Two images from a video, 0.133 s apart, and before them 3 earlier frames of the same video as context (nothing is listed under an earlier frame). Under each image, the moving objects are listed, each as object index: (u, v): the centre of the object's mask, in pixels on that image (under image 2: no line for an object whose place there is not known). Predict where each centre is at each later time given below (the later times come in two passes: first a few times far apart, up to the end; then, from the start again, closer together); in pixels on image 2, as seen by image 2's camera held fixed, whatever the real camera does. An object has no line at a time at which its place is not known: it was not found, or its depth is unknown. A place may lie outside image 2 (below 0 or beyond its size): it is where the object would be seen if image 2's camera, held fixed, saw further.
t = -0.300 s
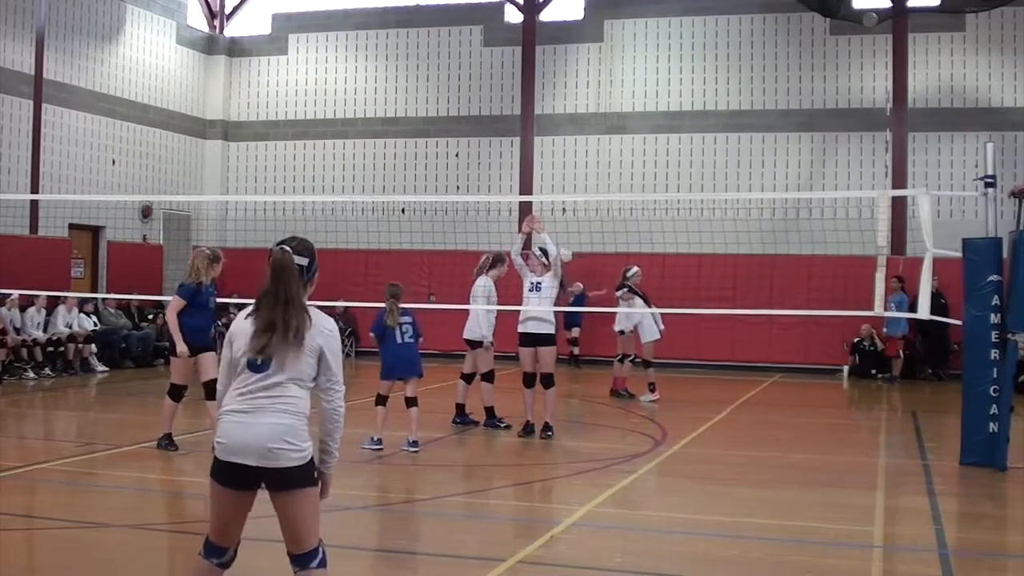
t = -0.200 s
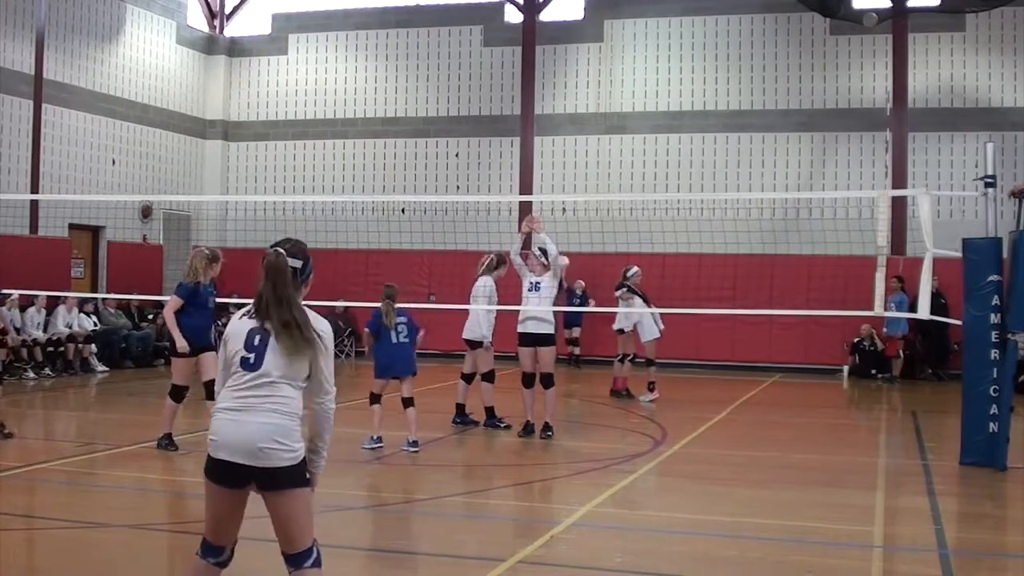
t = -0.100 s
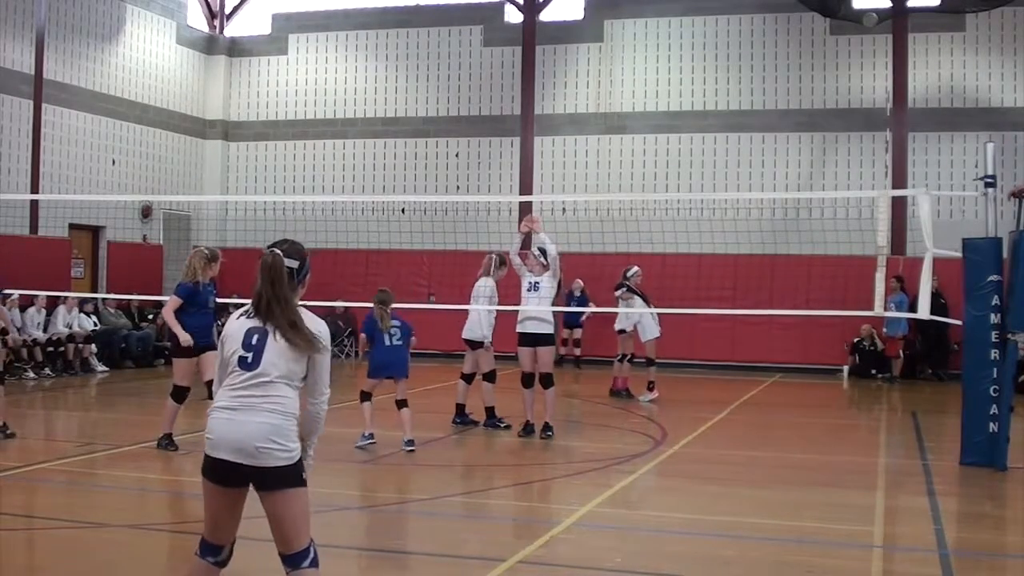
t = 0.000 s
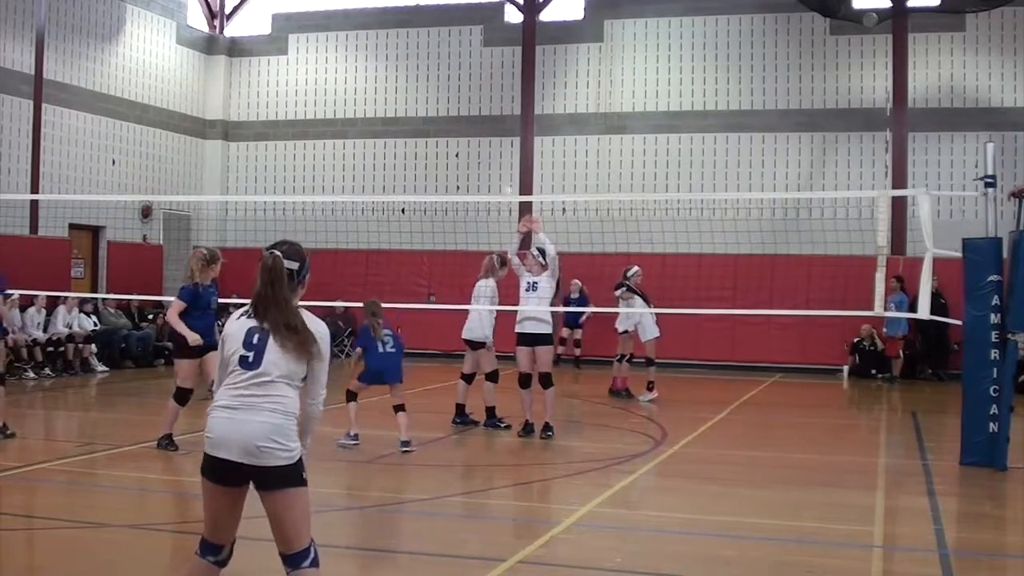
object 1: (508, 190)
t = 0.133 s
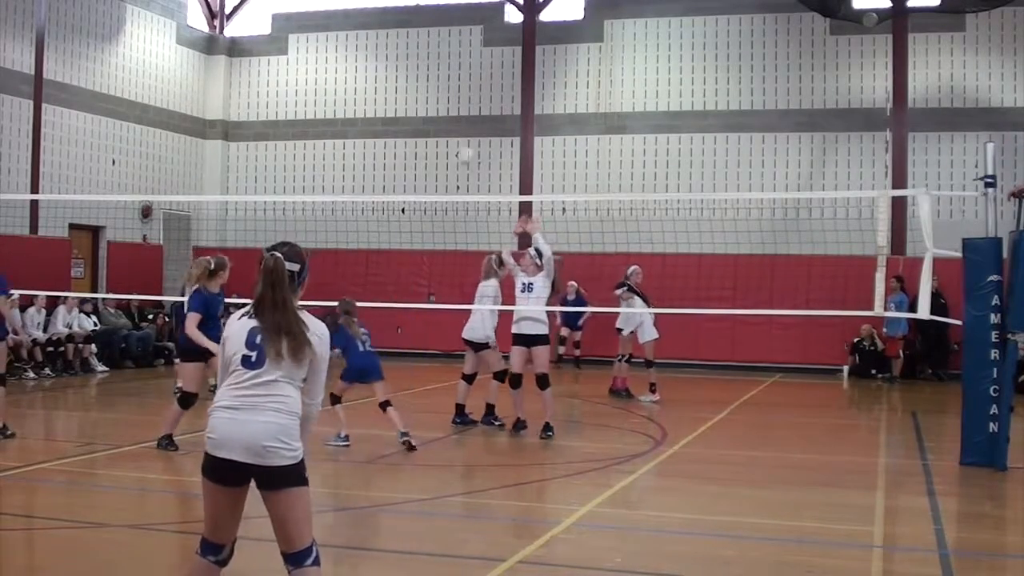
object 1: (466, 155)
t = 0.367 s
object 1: (373, 108)
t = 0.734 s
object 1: (143, 127)
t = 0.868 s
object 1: (11, 192)
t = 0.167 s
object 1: (454, 146)
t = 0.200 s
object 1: (442, 137)
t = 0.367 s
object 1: (373, 108)
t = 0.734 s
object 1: (143, 127)
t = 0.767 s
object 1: (113, 142)
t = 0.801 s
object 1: (80, 156)
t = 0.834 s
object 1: (45, 174)
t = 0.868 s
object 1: (11, 192)
